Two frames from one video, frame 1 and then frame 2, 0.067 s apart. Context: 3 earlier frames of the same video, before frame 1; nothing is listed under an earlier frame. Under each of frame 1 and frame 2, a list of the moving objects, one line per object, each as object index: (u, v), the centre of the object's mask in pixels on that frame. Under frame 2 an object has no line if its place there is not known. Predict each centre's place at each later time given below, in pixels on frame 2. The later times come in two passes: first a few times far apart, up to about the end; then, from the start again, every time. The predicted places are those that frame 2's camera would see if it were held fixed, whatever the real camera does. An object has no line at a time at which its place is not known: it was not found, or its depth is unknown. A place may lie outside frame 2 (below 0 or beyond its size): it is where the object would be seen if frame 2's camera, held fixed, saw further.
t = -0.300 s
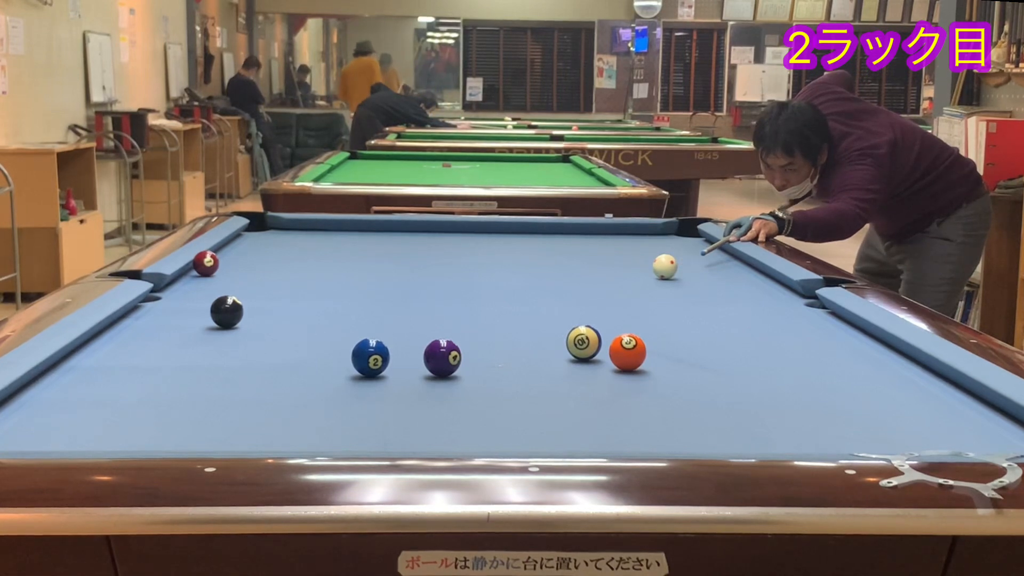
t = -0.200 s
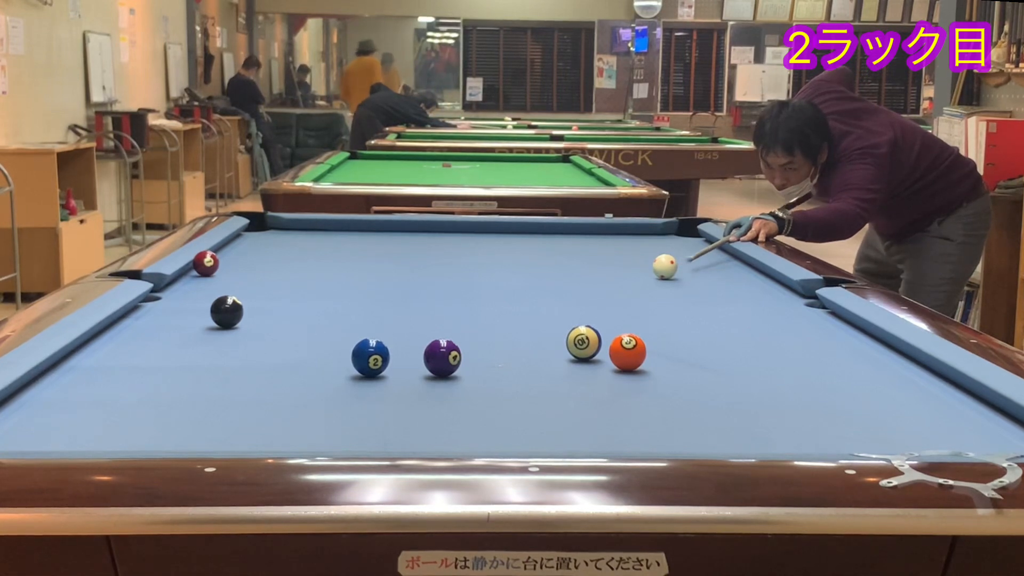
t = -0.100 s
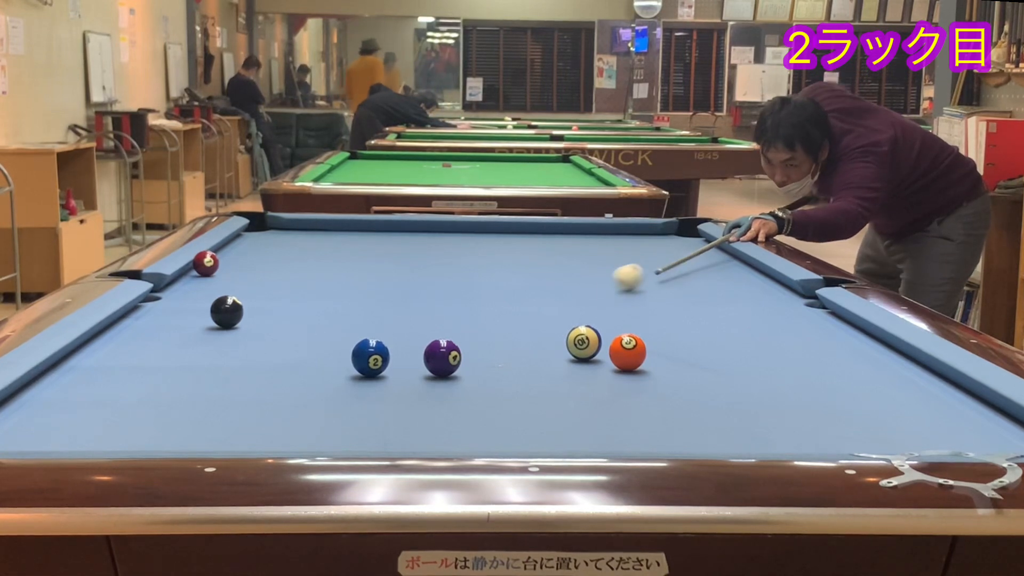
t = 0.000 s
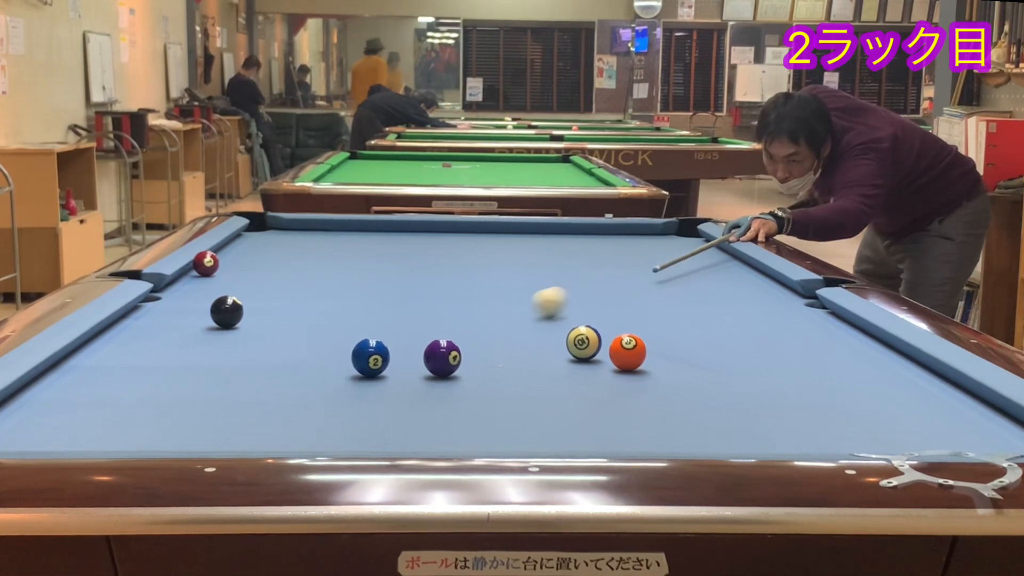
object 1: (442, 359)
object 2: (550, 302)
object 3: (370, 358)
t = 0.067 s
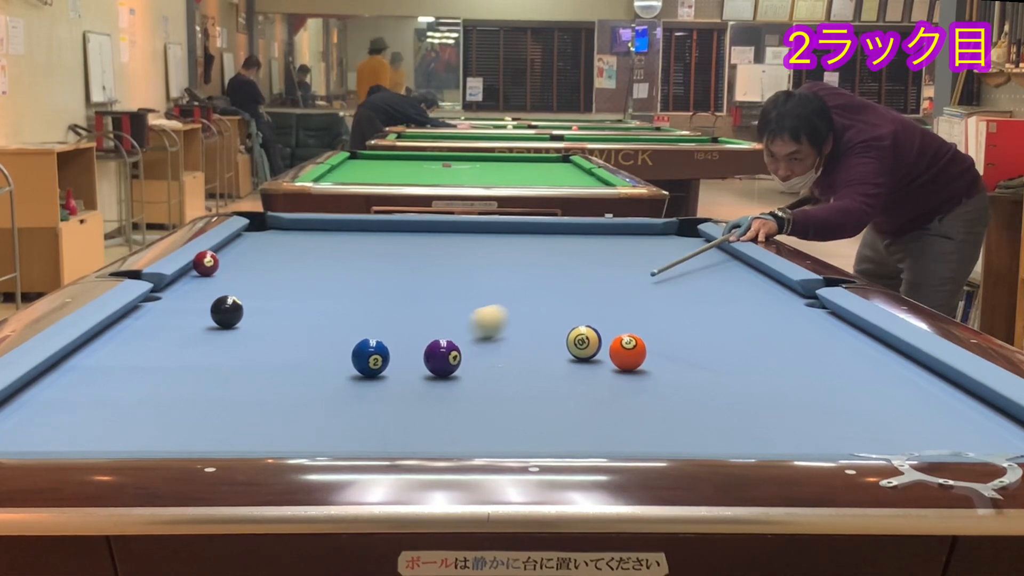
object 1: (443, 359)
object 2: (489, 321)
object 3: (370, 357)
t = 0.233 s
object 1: (453, 359)
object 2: (409, 355)
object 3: (230, 386)
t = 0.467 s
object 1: (499, 365)
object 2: (413, 356)
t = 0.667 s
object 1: (537, 371)
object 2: (416, 357)
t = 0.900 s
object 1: (580, 377)
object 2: (418, 358)
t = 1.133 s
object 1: (623, 383)
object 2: (417, 358)
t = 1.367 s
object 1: (664, 389)
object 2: (417, 358)
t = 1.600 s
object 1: (704, 395)
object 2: (417, 358)
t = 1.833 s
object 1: (743, 401)
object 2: (417, 358)
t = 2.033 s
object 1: (775, 405)
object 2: (417, 358)
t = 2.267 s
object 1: (810, 411)
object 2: (417, 358)
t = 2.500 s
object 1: (844, 416)
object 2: (417, 358)
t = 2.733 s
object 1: (875, 421)
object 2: (417, 358)
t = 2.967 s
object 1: (904, 425)
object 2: (417, 358)
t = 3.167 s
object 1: (926, 428)
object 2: (417, 359)
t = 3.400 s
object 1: (949, 430)
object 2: (417, 359)
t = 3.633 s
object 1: (969, 433)
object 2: (417, 359)
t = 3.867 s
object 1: (985, 435)
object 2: (417, 358)
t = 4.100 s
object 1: (998, 436)
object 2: (417, 359)
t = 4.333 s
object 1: (1004, 437)
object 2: (417, 358)
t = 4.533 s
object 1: (1007, 437)
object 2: (417, 358)
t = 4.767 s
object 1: (1009, 437)
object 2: (417, 358)
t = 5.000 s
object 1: (1010, 437)
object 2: (417, 358)
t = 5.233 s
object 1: (1010, 438)
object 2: (417, 358)
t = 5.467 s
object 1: (1010, 438)
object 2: (417, 358)
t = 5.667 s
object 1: (1010, 438)
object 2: (417, 358)
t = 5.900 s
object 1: (1010, 438)
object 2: (417, 358)
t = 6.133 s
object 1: (1010, 438)
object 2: (417, 358)
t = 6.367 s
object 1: (1010, 438)
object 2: (417, 358)
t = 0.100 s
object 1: (442, 358)
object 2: (456, 330)
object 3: (370, 358)
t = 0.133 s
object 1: (442, 358)
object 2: (415, 344)
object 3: (370, 357)
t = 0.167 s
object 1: (442, 358)
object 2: (401, 353)
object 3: (343, 362)
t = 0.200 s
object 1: (445, 358)
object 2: (408, 354)
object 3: (289, 374)
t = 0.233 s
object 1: (453, 359)
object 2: (409, 355)
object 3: (230, 386)
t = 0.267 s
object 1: (460, 360)
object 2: (409, 355)
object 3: (166, 399)
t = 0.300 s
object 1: (467, 361)
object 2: (410, 355)
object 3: (97, 414)
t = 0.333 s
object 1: (473, 362)
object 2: (411, 355)
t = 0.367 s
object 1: (480, 363)
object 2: (411, 356)
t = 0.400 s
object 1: (486, 363)
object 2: (412, 356)
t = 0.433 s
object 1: (493, 365)
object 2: (412, 356)
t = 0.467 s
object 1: (499, 365)
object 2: (413, 356)
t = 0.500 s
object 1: (505, 366)
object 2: (414, 356)
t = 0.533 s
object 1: (512, 367)
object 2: (414, 357)
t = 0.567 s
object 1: (518, 368)
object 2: (415, 357)
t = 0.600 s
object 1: (524, 369)
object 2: (415, 357)
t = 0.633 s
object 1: (531, 370)
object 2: (416, 357)
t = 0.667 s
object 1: (537, 371)
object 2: (416, 357)
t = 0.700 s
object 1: (543, 372)
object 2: (417, 358)
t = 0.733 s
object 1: (550, 373)
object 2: (417, 358)
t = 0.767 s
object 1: (556, 374)
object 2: (417, 358)
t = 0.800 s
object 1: (562, 375)
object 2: (417, 358)
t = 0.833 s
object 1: (568, 375)
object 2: (418, 358)
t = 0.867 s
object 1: (574, 376)
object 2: (418, 358)
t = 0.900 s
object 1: (580, 377)
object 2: (418, 358)
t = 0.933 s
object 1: (586, 378)
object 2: (418, 358)
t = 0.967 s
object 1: (593, 378)
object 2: (418, 358)
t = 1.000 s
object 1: (599, 379)
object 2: (418, 358)
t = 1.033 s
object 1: (605, 381)
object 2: (418, 358)
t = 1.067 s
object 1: (611, 381)
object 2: (418, 358)
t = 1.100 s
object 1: (617, 382)
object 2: (418, 358)
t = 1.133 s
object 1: (623, 383)
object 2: (417, 358)
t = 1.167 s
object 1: (629, 383)
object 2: (417, 358)
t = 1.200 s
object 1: (635, 384)
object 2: (417, 358)
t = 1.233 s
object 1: (641, 385)
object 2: (417, 358)
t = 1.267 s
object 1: (647, 387)
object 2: (417, 358)
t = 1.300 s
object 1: (652, 387)
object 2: (417, 358)
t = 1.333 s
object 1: (658, 388)
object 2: (417, 358)
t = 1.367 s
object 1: (664, 389)
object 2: (417, 358)
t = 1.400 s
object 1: (670, 390)
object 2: (417, 358)
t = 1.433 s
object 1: (676, 390)
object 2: (417, 358)
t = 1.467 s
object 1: (682, 392)
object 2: (417, 358)
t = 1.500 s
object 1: (687, 392)
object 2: (417, 358)
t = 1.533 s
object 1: (693, 393)
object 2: (417, 358)
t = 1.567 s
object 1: (699, 394)
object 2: (417, 358)
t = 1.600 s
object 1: (704, 395)
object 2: (417, 358)
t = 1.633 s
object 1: (710, 396)
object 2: (417, 358)
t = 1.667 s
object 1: (716, 397)
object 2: (417, 358)
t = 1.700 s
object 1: (721, 397)
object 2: (417, 358)
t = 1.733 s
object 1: (727, 399)
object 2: (417, 358)
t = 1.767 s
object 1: (732, 399)
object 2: (417, 358)
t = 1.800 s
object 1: (738, 400)
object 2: (417, 358)
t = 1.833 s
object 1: (743, 401)
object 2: (417, 358)
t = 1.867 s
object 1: (748, 402)
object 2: (417, 358)
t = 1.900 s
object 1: (754, 402)
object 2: (417, 358)
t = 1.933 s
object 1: (759, 403)
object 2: (417, 358)
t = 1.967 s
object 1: (764, 404)
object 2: (417, 358)
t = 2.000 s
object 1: (770, 405)
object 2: (417, 358)
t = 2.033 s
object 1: (775, 405)
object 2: (417, 358)
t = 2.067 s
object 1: (780, 406)
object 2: (417, 358)
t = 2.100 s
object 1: (785, 407)
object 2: (417, 358)
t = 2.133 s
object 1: (790, 408)
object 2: (417, 358)
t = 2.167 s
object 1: (795, 408)
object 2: (417, 358)
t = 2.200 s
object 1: (800, 409)
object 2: (417, 358)
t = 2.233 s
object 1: (805, 410)
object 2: (417, 358)
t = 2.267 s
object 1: (810, 411)
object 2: (417, 358)
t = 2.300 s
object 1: (815, 411)
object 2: (417, 358)
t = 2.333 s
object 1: (820, 412)
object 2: (417, 358)
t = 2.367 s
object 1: (825, 413)
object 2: (417, 358)
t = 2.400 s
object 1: (830, 414)
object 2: (417, 358)
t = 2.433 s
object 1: (834, 414)
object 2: (417, 358)
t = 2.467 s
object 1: (839, 415)
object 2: (417, 358)
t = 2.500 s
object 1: (844, 416)
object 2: (417, 358)
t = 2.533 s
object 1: (848, 416)
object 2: (417, 358)
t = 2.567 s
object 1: (853, 417)
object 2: (417, 358)
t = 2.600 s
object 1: (857, 418)
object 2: (417, 358)
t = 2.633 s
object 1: (862, 418)
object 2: (417, 358)
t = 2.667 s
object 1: (866, 419)
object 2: (417, 358)
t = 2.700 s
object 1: (871, 420)
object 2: (417, 358)
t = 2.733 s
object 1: (875, 421)
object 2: (417, 358)
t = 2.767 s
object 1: (879, 421)
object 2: (417, 358)
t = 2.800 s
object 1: (883, 422)
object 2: (417, 358)
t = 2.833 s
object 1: (887, 422)
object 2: (417, 358)
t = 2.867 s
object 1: (891, 423)
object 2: (417, 358)
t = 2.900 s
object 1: (896, 424)
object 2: (417, 358)
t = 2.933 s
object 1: (900, 424)
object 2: (417, 358)
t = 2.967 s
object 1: (904, 425)
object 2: (417, 358)
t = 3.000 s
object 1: (907, 425)
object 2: (417, 358)
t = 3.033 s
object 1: (911, 426)
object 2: (417, 358)
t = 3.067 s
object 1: (915, 426)
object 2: (417, 358)
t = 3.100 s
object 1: (919, 427)
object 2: (417, 358)
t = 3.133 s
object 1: (922, 427)
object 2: (417, 358)
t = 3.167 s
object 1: (926, 428)
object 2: (417, 359)
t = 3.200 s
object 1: (929, 428)
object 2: (417, 359)
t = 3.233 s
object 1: (933, 428)
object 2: (417, 358)
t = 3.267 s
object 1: (936, 429)
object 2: (417, 358)
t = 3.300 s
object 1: (939, 429)
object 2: (417, 358)
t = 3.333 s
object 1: (943, 430)
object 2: (417, 358)
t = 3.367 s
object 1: (946, 430)
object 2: (417, 359)
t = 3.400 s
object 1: (949, 430)
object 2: (417, 359)
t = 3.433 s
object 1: (952, 431)
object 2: (417, 358)
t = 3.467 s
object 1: (955, 431)
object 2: (417, 359)
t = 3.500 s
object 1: (958, 431)
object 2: (417, 358)
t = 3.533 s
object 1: (961, 432)
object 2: (417, 359)
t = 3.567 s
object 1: (964, 432)
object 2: (417, 359)
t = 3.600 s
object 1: (966, 433)
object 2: (417, 359)
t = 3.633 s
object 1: (969, 433)
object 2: (417, 359)
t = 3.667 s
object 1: (972, 433)
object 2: (417, 359)
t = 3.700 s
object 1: (974, 434)
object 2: (417, 359)
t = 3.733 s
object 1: (976, 434)
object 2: (417, 359)
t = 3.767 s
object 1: (979, 434)
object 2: (417, 359)
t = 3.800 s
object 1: (981, 435)
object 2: (417, 359)
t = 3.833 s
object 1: (983, 434)
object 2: (417, 358)
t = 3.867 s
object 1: (985, 435)
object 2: (417, 358)
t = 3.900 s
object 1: (987, 435)
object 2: (417, 358)
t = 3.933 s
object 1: (989, 435)
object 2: (417, 359)
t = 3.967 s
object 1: (991, 435)
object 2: (417, 358)
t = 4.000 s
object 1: (993, 436)
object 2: (417, 358)
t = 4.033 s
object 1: (994, 436)
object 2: (417, 358)
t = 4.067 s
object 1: (996, 436)
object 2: (417, 358)
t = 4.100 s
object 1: (998, 436)
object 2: (417, 359)
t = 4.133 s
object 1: (999, 436)
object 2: (417, 359)
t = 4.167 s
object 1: (1000, 436)
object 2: (417, 358)
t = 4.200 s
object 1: (1001, 436)
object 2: (417, 359)
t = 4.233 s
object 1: (1001, 436)
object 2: (417, 359)
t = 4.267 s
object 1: (1002, 436)
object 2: (417, 358)
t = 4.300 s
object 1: (1003, 437)
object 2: (417, 358)
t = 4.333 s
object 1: (1004, 437)
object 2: (417, 358)
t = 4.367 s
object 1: (1004, 437)
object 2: (417, 358)
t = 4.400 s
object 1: (1005, 437)
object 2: (417, 358)
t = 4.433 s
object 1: (1005, 437)
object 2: (417, 358)
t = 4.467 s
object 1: (1006, 437)
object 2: (417, 358)
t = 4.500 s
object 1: (1006, 437)
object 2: (417, 358)
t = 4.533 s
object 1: (1007, 437)
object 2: (417, 358)
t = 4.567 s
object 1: (1007, 437)
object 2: (417, 358)
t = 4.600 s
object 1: (1008, 437)
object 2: (417, 358)
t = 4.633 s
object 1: (1008, 437)
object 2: (417, 358)
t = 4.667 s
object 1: (1009, 437)
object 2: (417, 358)
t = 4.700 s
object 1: (1009, 437)
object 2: (417, 359)
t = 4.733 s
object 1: (1009, 437)
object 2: (417, 358)
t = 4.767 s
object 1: (1009, 437)
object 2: (417, 358)
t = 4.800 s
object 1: (1009, 437)
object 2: (417, 358)
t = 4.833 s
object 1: (1009, 438)
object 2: (417, 358)
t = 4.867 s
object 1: (1010, 437)
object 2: (417, 358)
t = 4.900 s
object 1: (1010, 438)
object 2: (417, 358)
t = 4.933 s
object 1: (1010, 438)
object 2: (417, 358)
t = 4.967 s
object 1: (1010, 438)
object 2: (417, 358)
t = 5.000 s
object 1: (1010, 437)
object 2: (417, 358)
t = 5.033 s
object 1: (1010, 438)
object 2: (417, 358)
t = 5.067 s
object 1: (1010, 438)
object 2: (417, 359)
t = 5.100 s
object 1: (1010, 438)
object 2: (417, 359)
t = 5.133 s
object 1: (1010, 438)
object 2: (417, 359)
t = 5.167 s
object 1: (1010, 438)
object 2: (417, 359)
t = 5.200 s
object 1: (1010, 437)
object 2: (417, 358)
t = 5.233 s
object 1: (1010, 438)
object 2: (417, 358)
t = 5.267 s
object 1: (1010, 438)
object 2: (417, 358)
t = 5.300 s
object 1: (1010, 437)
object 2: (417, 358)
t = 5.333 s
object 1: (1010, 438)
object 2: (417, 358)
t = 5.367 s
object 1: (1010, 438)
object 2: (417, 358)
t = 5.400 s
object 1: (1010, 437)
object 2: (417, 358)
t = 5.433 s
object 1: (1010, 438)
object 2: (417, 358)
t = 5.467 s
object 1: (1010, 438)
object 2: (417, 358)
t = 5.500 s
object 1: (1010, 438)
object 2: (417, 359)
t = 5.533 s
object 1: (1010, 437)
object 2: (417, 358)
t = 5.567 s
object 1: (1010, 437)
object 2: (417, 358)
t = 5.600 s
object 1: (1010, 437)
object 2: (417, 358)
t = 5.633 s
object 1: (1010, 438)
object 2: (417, 358)
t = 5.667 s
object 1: (1010, 438)
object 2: (417, 358)
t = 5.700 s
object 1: (1010, 438)
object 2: (417, 358)
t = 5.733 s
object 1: (1010, 438)
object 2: (417, 358)
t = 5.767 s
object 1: (1010, 438)
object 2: (417, 359)
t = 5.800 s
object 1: (1010, 438)
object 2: (417, 359)
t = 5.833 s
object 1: (1010, 438)
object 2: (417, 358)
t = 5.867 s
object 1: (1010, 438)
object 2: (417, 359)
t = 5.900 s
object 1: (1010, 438)
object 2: (417, 358)
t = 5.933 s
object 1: (1010, 438)
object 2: (417, 359)
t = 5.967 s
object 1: (1010, 438)
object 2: (417, 358)
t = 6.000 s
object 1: (1010, 438)
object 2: (417, 358)
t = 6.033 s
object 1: (1010, 438)
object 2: (417, 358)
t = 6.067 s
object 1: (1010, 438)
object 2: (417, 358)
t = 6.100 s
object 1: (1010, 438)
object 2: (417, 358)
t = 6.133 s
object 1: (1010, 438)
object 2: (417, 358)
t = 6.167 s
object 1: (1010, 438)
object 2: (417, 359)
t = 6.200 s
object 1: (1010, 438)
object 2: (417, 358)
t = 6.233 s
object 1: (1010, 438)
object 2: (417, 358)
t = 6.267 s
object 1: (1010, 438)
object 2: (417, 358)
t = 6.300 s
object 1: (1009, 438)
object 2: (417, 358)
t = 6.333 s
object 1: (1010, 438)
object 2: (417, 358)
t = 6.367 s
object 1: (1010, 438)
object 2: (417, 358)
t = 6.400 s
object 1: (1009, 438)
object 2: (417, 358)
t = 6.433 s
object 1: (1009, 438)
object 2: (417, 358)
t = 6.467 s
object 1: (1009, 438)
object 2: (417, 358)
